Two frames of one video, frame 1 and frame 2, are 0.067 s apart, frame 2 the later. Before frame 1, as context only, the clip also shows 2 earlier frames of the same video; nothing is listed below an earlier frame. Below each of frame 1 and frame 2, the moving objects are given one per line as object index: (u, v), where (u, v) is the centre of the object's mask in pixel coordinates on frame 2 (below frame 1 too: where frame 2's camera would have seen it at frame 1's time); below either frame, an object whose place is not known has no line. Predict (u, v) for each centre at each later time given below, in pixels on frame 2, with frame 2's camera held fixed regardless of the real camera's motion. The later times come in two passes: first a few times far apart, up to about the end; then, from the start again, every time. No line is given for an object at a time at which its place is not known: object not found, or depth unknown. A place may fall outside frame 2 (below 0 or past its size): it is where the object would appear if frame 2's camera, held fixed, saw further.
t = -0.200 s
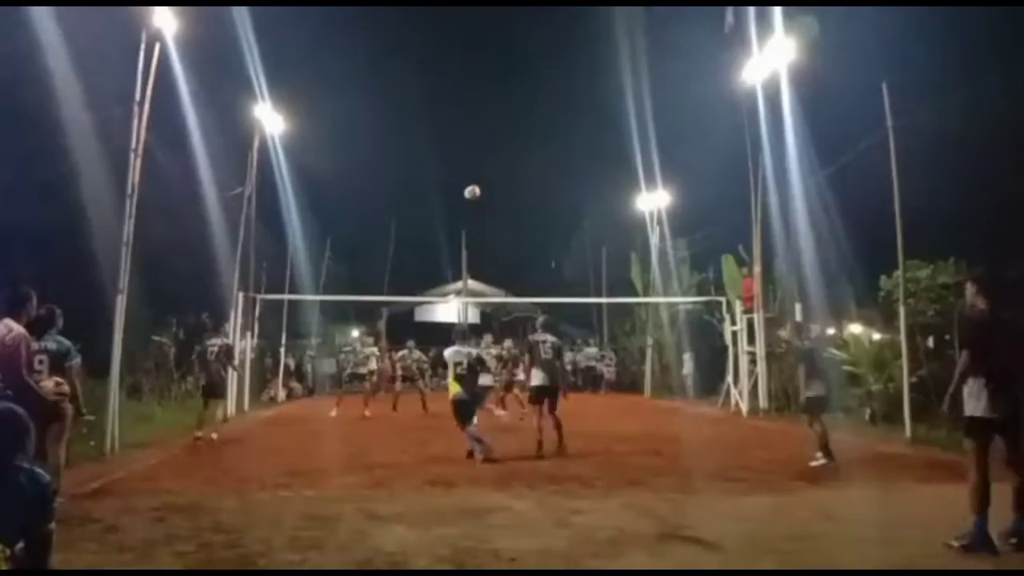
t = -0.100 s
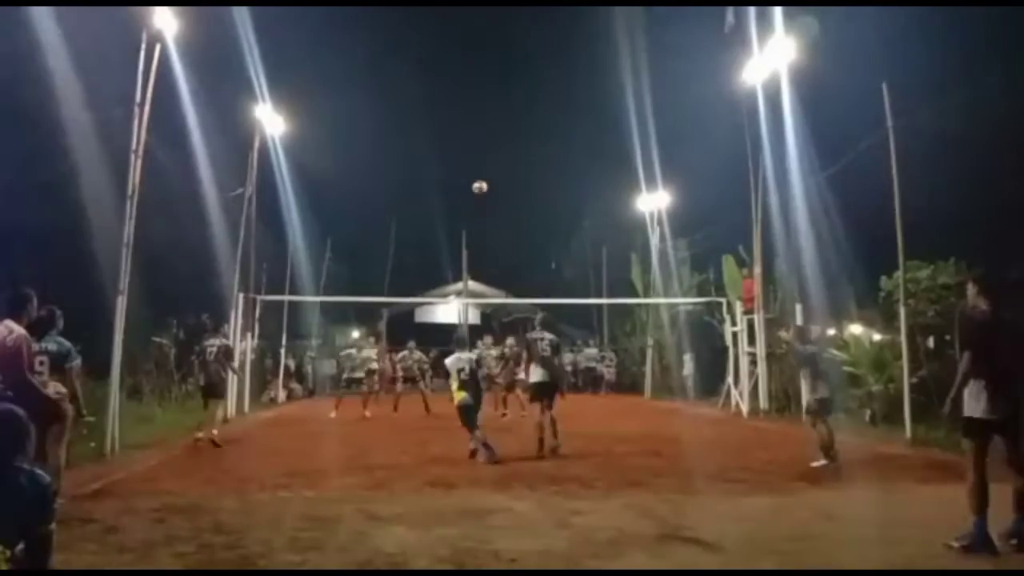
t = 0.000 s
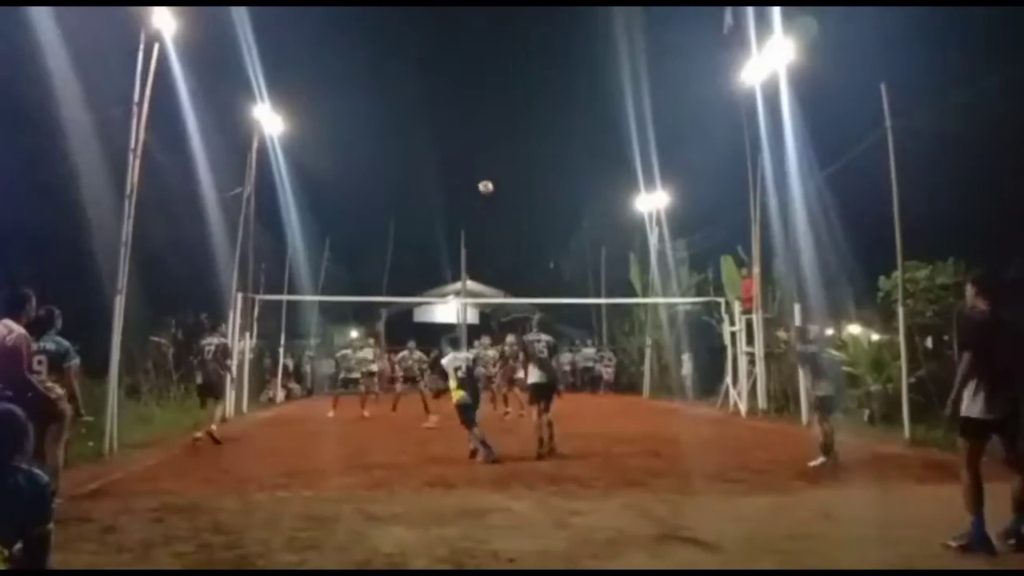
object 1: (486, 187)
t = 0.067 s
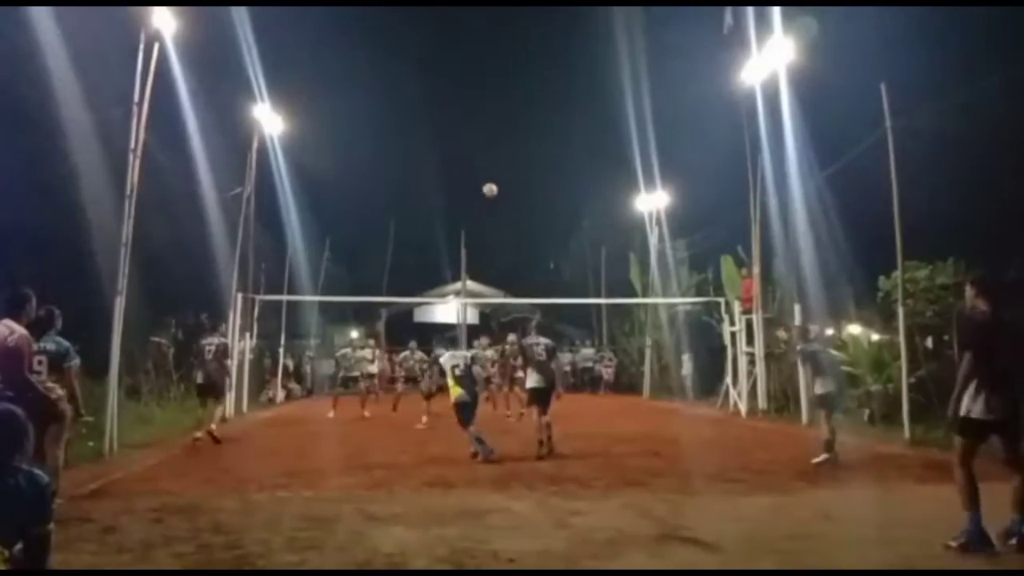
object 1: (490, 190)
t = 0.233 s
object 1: (501, 208)
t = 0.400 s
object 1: (510, 239)
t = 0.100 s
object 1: (492, 192)
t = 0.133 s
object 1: (494, 195)
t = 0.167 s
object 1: (497, 199)
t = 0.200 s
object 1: (499, 203)
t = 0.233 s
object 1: (501, 208)
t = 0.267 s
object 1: (503, 213)
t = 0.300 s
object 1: (505, 219)
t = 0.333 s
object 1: (507, 226)
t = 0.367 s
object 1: (509, 232)
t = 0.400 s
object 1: (510, 239)
